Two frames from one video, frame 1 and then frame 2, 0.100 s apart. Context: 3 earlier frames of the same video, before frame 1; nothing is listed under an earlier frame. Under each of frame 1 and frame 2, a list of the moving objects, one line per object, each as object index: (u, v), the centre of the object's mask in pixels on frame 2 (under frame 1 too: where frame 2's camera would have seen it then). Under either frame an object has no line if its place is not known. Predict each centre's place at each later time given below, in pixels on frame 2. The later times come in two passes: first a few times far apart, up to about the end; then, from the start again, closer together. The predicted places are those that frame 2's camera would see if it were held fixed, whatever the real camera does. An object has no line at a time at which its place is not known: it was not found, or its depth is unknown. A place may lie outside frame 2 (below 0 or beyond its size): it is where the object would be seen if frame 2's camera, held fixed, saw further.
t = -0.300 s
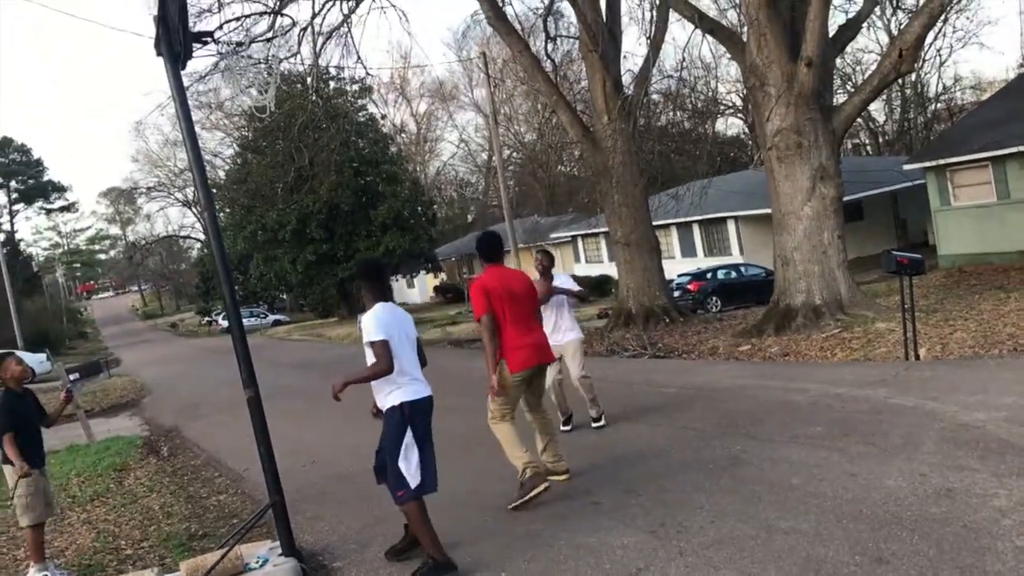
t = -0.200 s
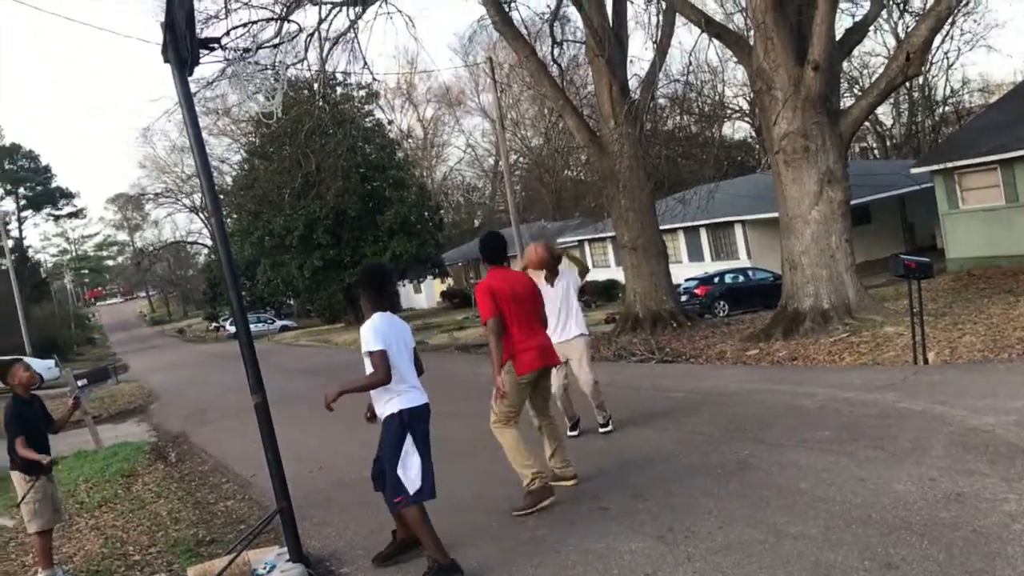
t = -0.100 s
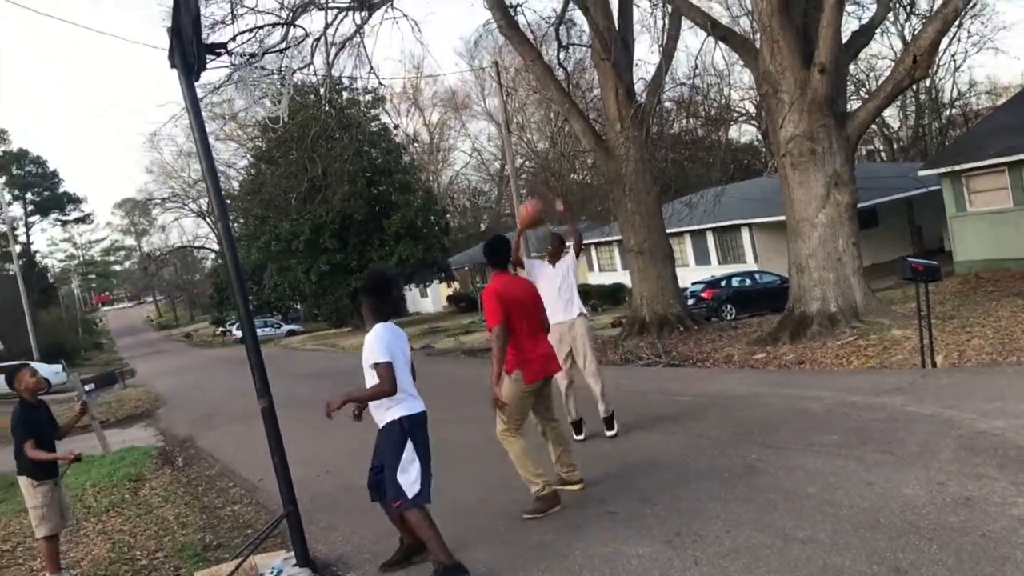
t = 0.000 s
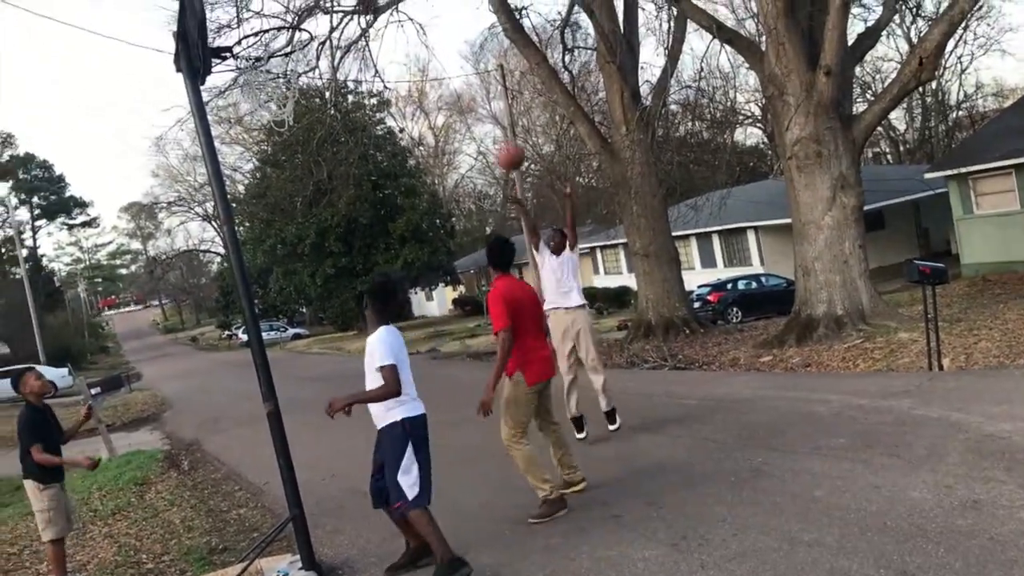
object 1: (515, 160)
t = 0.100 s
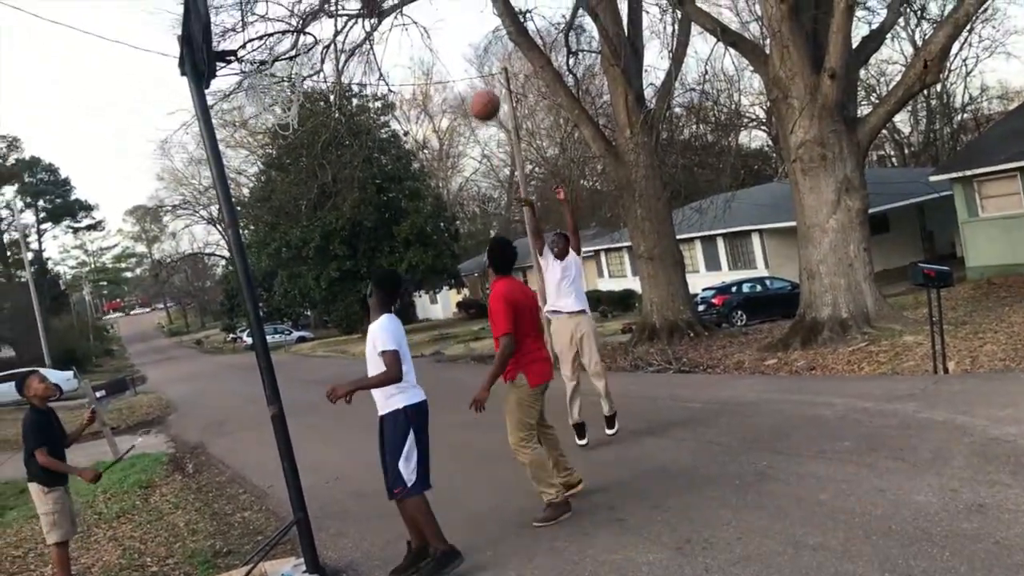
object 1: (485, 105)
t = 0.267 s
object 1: (436, 35)
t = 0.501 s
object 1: (369, -2)
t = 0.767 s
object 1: (295, 25)
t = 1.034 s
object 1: (265, 77)
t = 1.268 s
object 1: (292, 111)
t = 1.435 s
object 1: (321, 166)
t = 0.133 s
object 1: (475, 89)
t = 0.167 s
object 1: (465, 74)
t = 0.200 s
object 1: (455, 60)
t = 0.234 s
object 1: (446, 47)
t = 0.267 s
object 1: (436, 35)
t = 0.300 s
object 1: (426, 25)
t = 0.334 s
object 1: (416, 15)
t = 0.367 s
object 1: (407, 8)
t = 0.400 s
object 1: (397, 4)
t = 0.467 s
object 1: (377, -1)
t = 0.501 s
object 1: (369, -2)
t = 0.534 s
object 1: (360, -2)
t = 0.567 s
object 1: (355, -2)
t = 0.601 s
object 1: (339, -1)
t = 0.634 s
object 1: (331, 2)
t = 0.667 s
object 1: (321, 5)
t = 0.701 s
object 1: (312, 15)
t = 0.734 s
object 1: (303, 24)
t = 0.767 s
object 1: (295, 25)
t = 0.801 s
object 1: (287, 28)
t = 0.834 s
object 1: (279, 33)
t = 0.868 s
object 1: (273, 38)
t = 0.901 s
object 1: (266, 45)
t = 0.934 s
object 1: (259, 52)
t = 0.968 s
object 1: (259, 59)
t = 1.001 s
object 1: (262, 67)
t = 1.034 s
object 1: (265, 77)
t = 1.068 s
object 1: (268, 87)
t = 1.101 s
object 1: (272, 99)
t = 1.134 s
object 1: (274, 100)
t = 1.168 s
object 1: (277, 100)
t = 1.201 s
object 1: (280, 102)
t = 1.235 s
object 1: (284, 106)
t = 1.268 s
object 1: (292, 111)
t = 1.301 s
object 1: (296, 117)
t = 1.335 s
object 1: (300, 125)
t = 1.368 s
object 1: (307, 139)
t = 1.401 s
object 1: (315, 155)
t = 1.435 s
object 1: (321, 166)
